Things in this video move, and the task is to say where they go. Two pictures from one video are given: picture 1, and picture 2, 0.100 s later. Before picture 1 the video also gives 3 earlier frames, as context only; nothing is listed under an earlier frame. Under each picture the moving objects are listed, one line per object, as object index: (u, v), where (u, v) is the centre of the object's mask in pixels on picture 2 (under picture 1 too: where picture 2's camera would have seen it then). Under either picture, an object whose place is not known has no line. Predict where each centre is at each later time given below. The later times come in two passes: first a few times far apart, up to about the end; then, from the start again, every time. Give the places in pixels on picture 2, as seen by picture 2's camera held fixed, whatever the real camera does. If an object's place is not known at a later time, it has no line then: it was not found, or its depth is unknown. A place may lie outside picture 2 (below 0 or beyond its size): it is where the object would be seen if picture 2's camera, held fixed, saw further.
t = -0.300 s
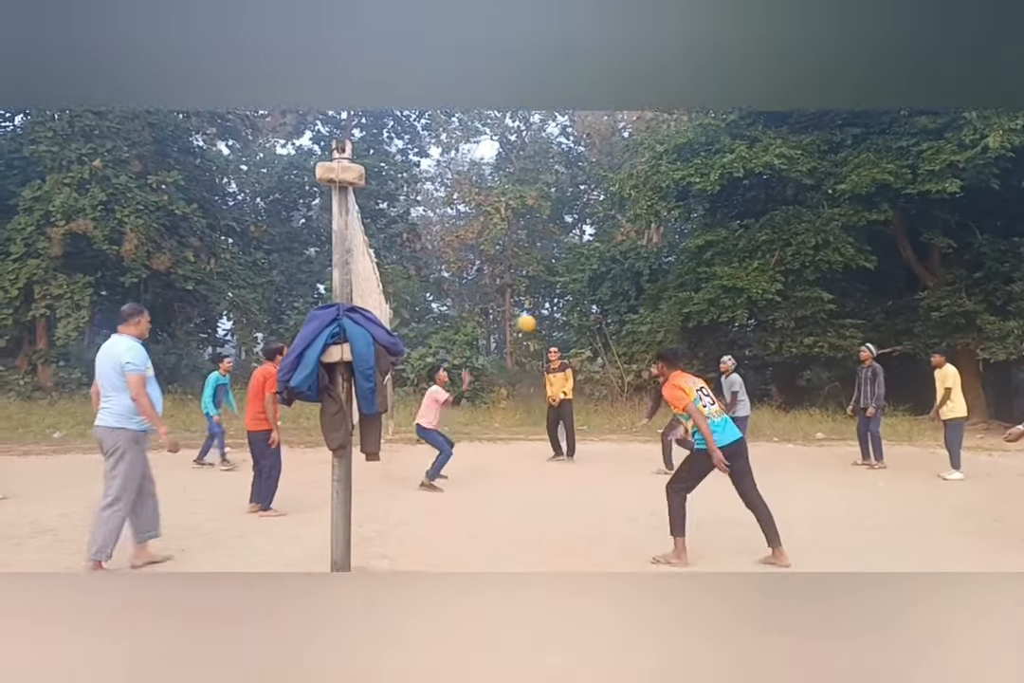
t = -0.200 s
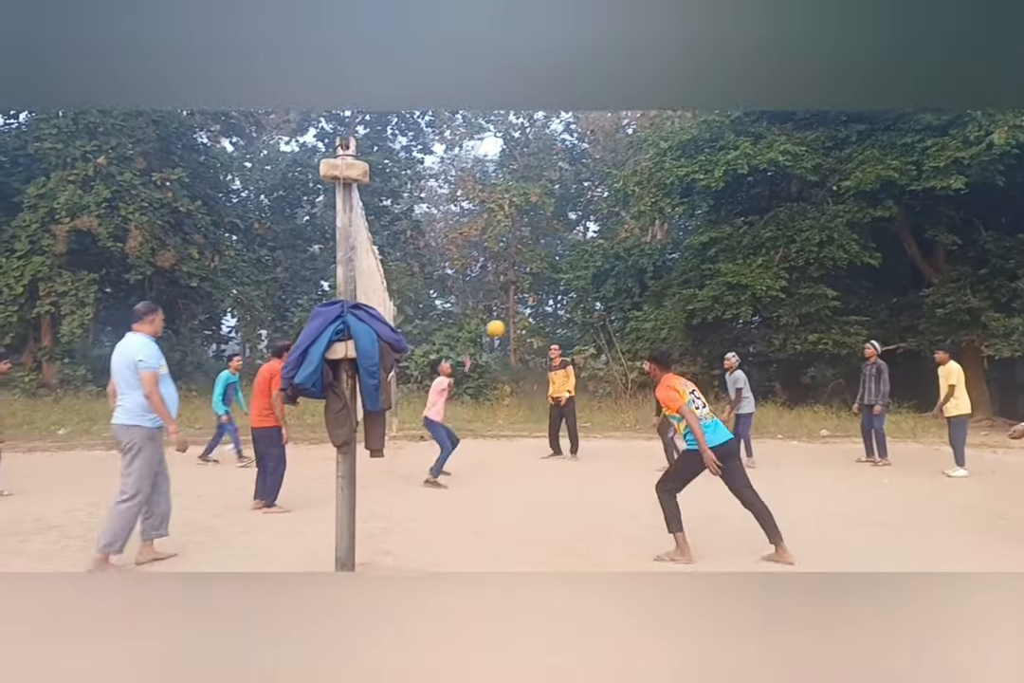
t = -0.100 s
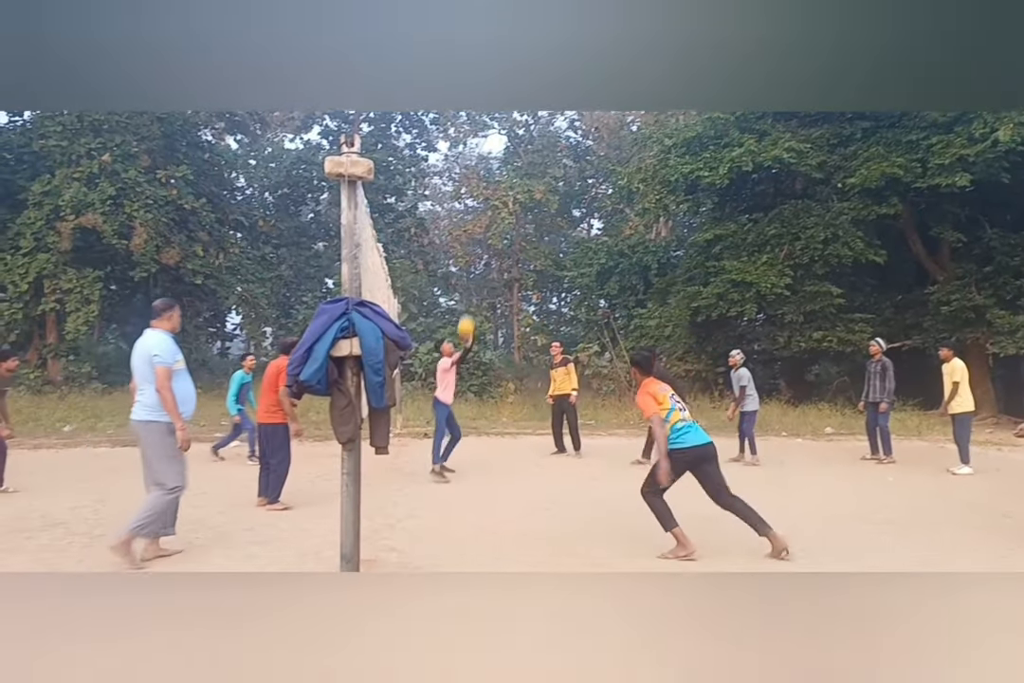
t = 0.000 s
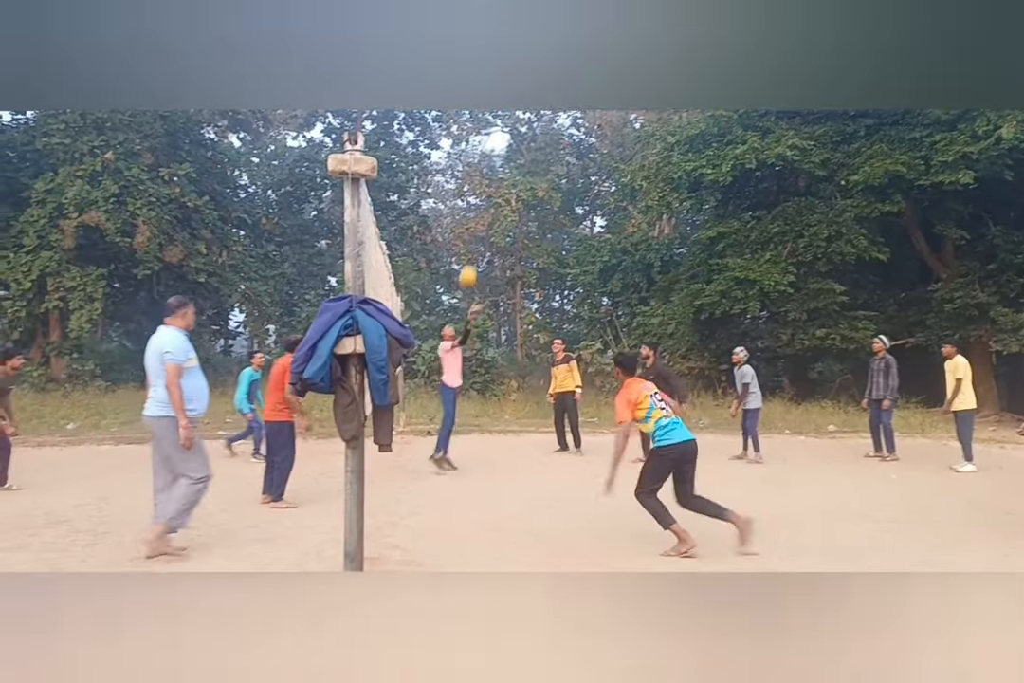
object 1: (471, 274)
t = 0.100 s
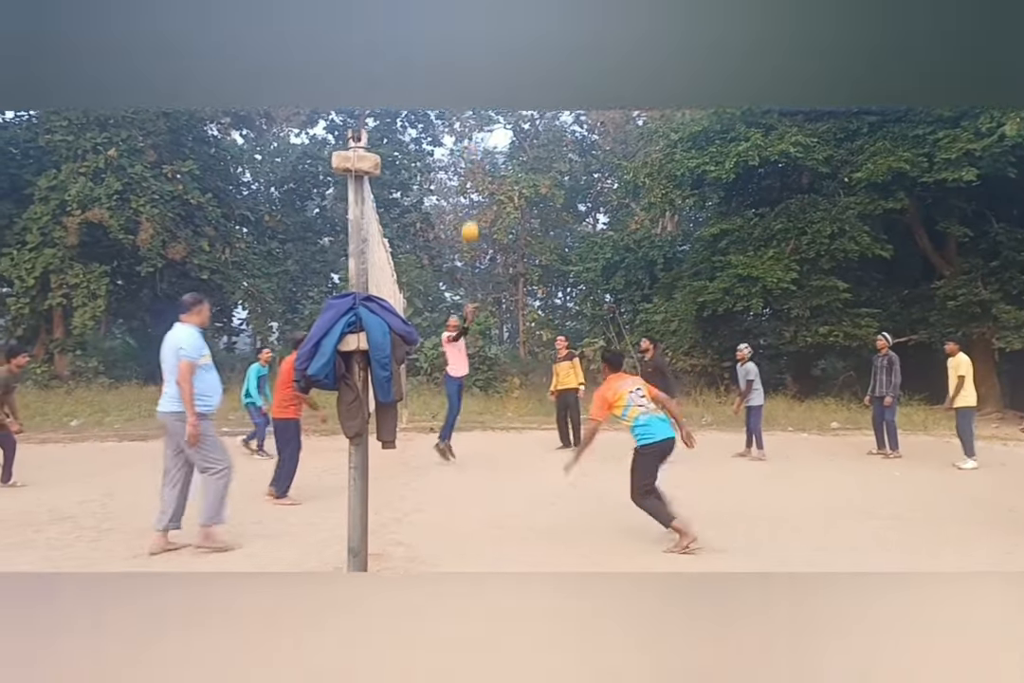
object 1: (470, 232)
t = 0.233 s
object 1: (469, 186)
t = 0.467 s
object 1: (468, 143)
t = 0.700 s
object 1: (467, 142)
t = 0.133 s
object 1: (470, 219)
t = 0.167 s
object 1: (470, 207)
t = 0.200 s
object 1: (470, 197)
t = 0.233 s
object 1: (469, 186)
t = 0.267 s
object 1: (469, 178)
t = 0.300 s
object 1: (469, 170)
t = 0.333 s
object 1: (469, 163)
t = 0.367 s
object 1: (469, 156)
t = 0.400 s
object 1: (469, 151)
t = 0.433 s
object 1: (469, 148)
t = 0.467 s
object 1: (468, 143)
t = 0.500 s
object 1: (468, 139)
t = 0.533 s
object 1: (468, 137)
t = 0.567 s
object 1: (468, 137)
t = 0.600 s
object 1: (467, 137)
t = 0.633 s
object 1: (467, 137)
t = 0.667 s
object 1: (467, 140)
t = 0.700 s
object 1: (467, 142)
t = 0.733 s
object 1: (466, 147)
